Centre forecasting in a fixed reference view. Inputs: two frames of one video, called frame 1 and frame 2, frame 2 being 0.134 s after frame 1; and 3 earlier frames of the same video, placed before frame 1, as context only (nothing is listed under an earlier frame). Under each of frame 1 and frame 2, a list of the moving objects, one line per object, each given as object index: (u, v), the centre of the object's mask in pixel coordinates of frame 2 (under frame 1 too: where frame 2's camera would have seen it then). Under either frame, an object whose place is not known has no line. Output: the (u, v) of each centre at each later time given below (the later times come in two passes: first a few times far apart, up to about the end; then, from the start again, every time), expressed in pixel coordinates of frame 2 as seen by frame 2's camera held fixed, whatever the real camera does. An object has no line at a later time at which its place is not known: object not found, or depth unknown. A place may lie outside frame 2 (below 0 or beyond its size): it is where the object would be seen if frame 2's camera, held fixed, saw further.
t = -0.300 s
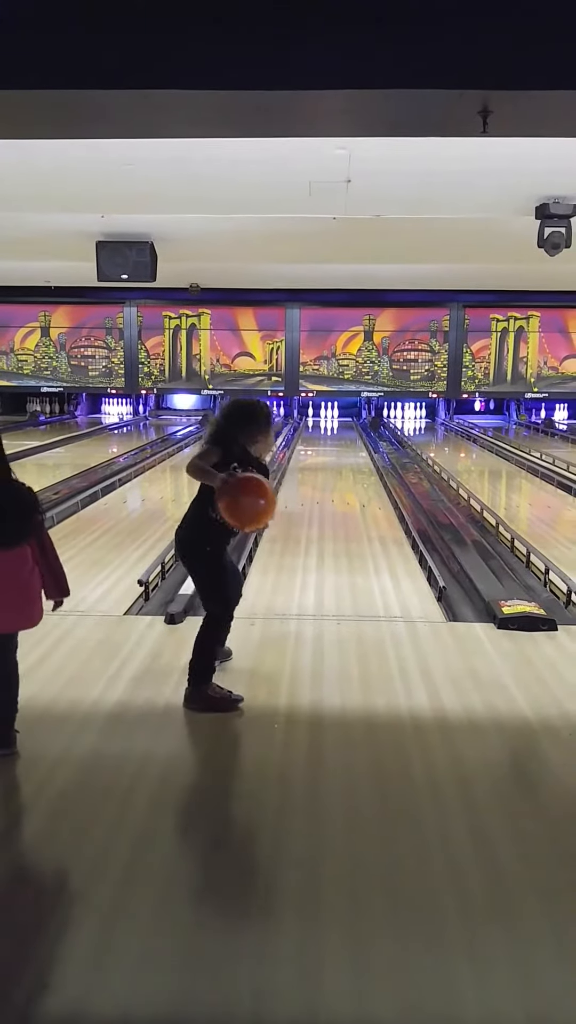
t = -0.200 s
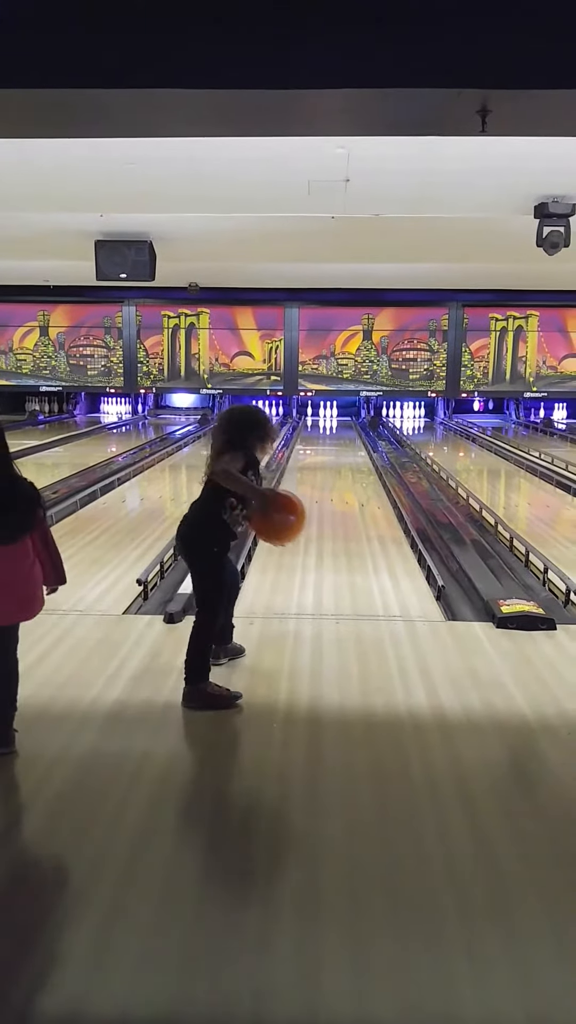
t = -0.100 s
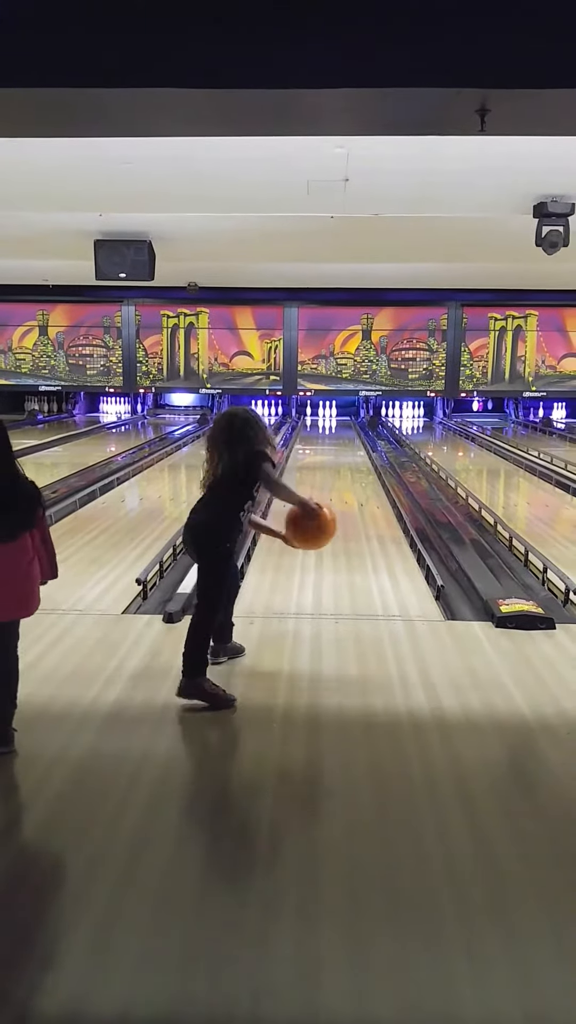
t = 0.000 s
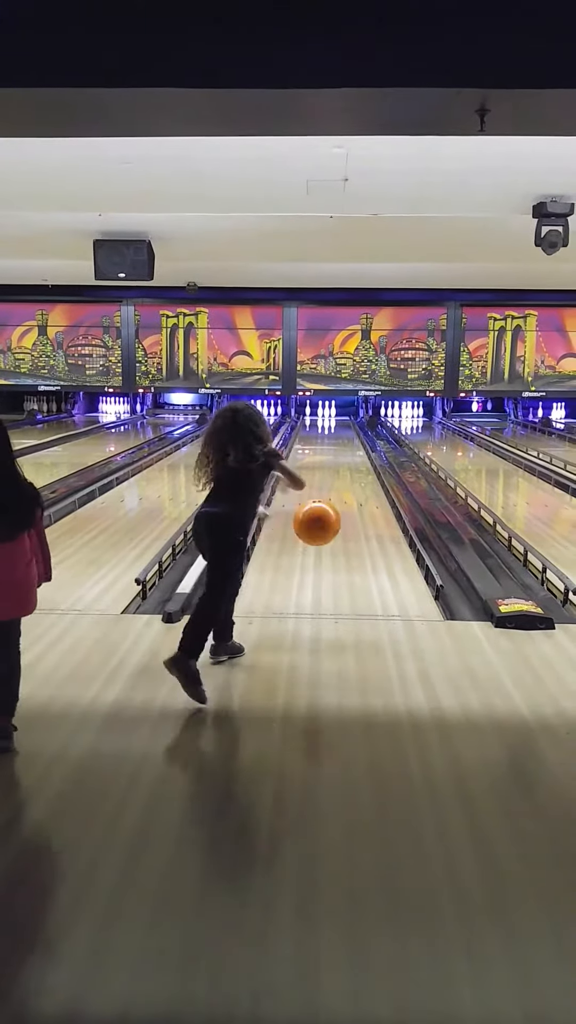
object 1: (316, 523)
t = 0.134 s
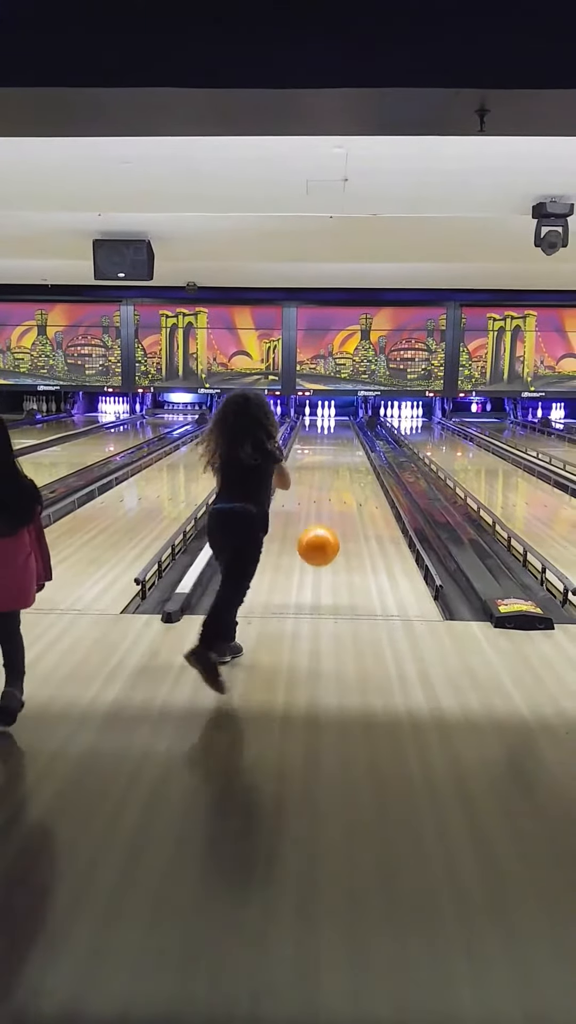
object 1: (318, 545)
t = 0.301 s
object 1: (320, 554)
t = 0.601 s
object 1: (326, 530)
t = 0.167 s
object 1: (319, 556)
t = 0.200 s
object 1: (319, 567)
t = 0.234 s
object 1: (319, 569)
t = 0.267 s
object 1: (320, 560)
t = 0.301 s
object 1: (320, 554)
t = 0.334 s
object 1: (321, 551)
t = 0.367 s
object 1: (321, 549)
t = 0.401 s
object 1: (321, 549)
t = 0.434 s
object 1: (322, 545)
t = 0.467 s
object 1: (322, 541)
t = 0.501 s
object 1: (323, 539)
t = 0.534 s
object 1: (323, 536)
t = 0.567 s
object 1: (324, 533)
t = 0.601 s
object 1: (326, 530)
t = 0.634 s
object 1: (327, 527)
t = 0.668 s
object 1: (328, 524)
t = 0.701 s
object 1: (329, 521)
